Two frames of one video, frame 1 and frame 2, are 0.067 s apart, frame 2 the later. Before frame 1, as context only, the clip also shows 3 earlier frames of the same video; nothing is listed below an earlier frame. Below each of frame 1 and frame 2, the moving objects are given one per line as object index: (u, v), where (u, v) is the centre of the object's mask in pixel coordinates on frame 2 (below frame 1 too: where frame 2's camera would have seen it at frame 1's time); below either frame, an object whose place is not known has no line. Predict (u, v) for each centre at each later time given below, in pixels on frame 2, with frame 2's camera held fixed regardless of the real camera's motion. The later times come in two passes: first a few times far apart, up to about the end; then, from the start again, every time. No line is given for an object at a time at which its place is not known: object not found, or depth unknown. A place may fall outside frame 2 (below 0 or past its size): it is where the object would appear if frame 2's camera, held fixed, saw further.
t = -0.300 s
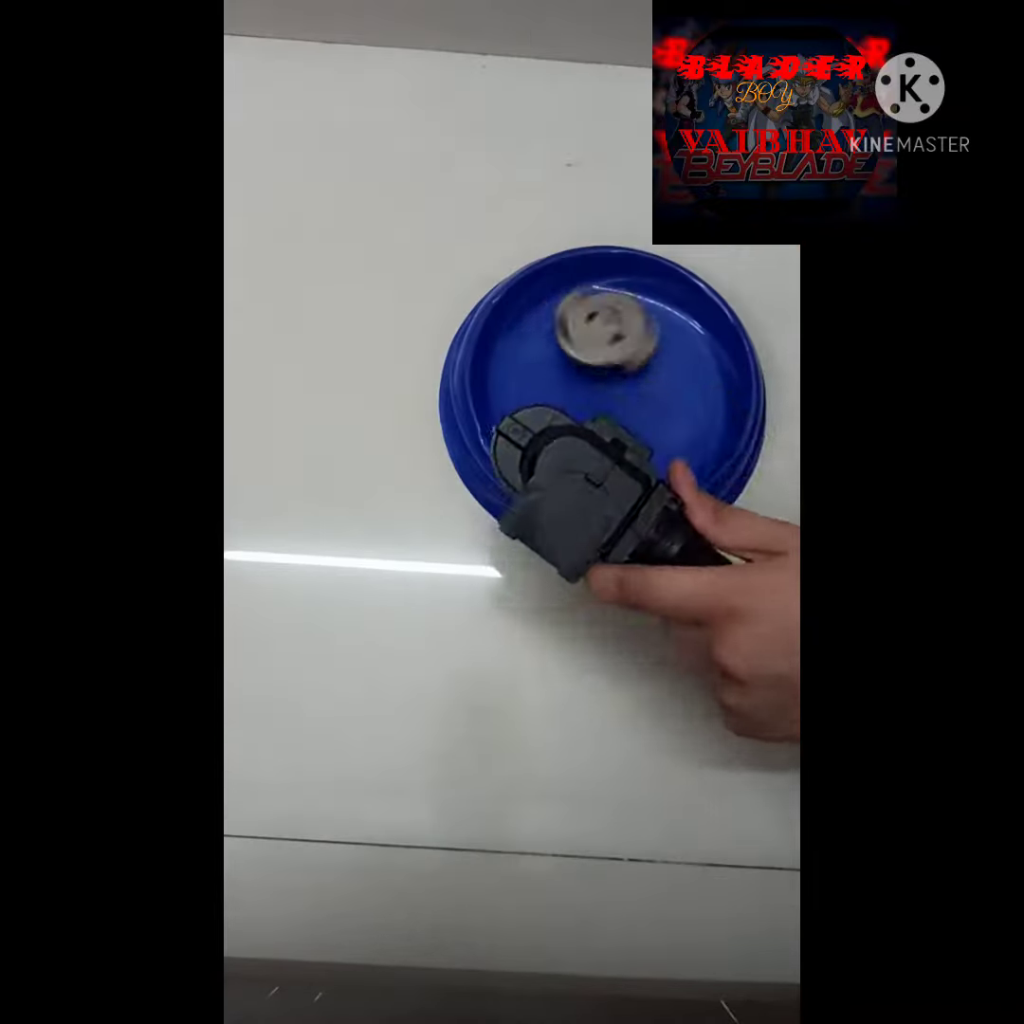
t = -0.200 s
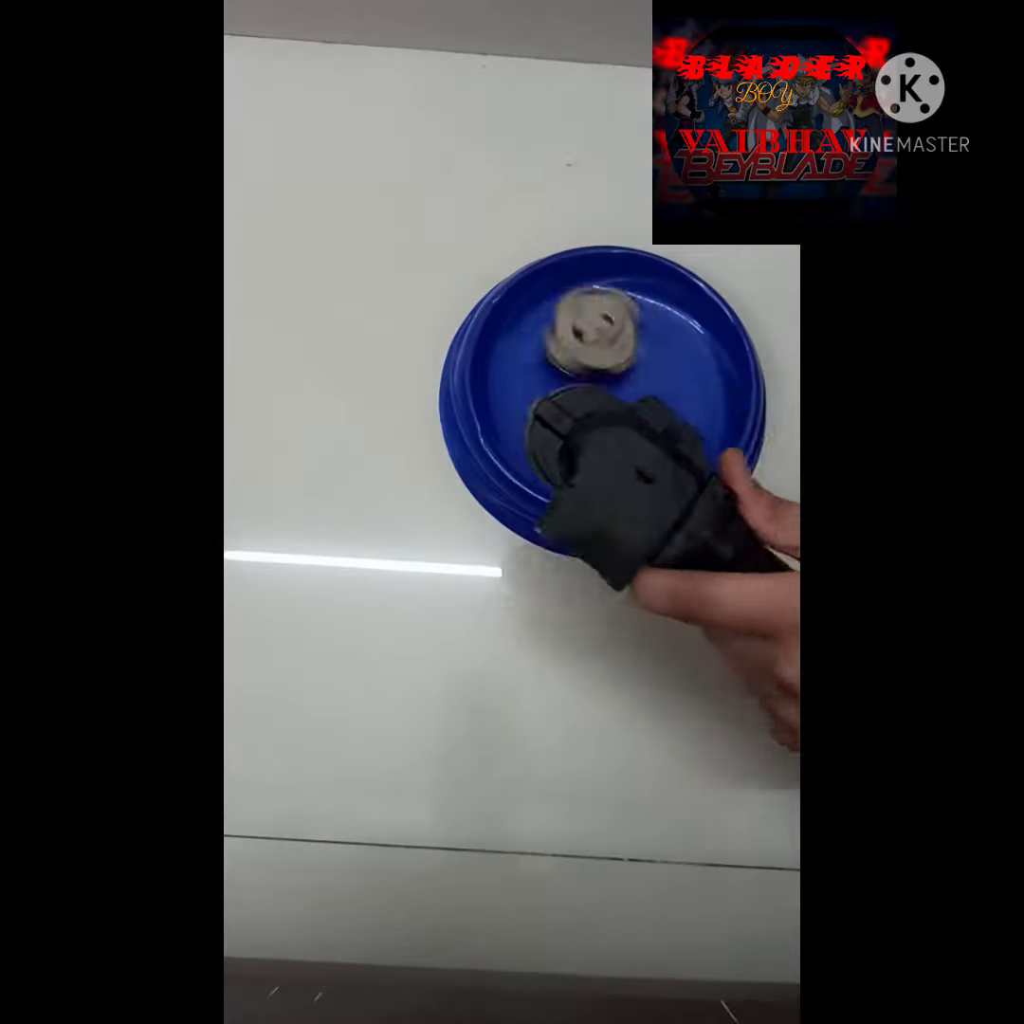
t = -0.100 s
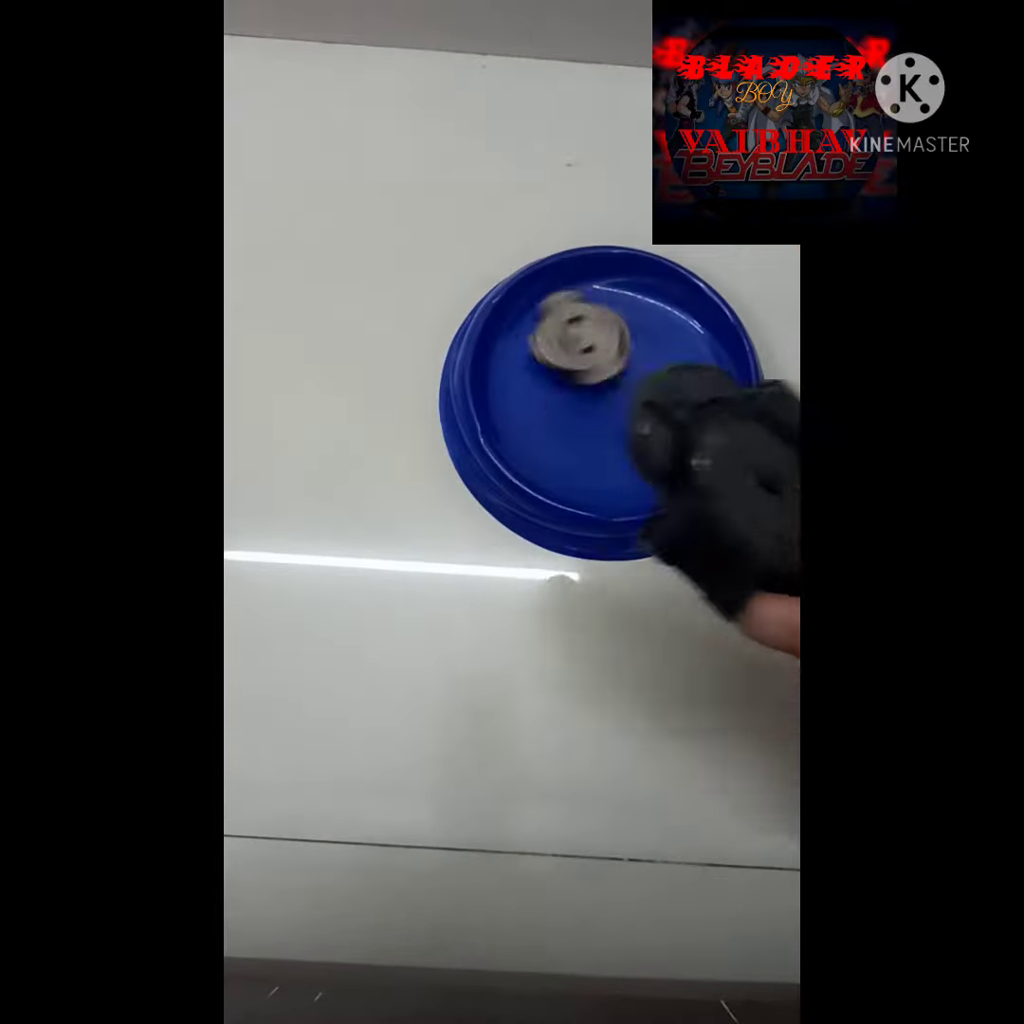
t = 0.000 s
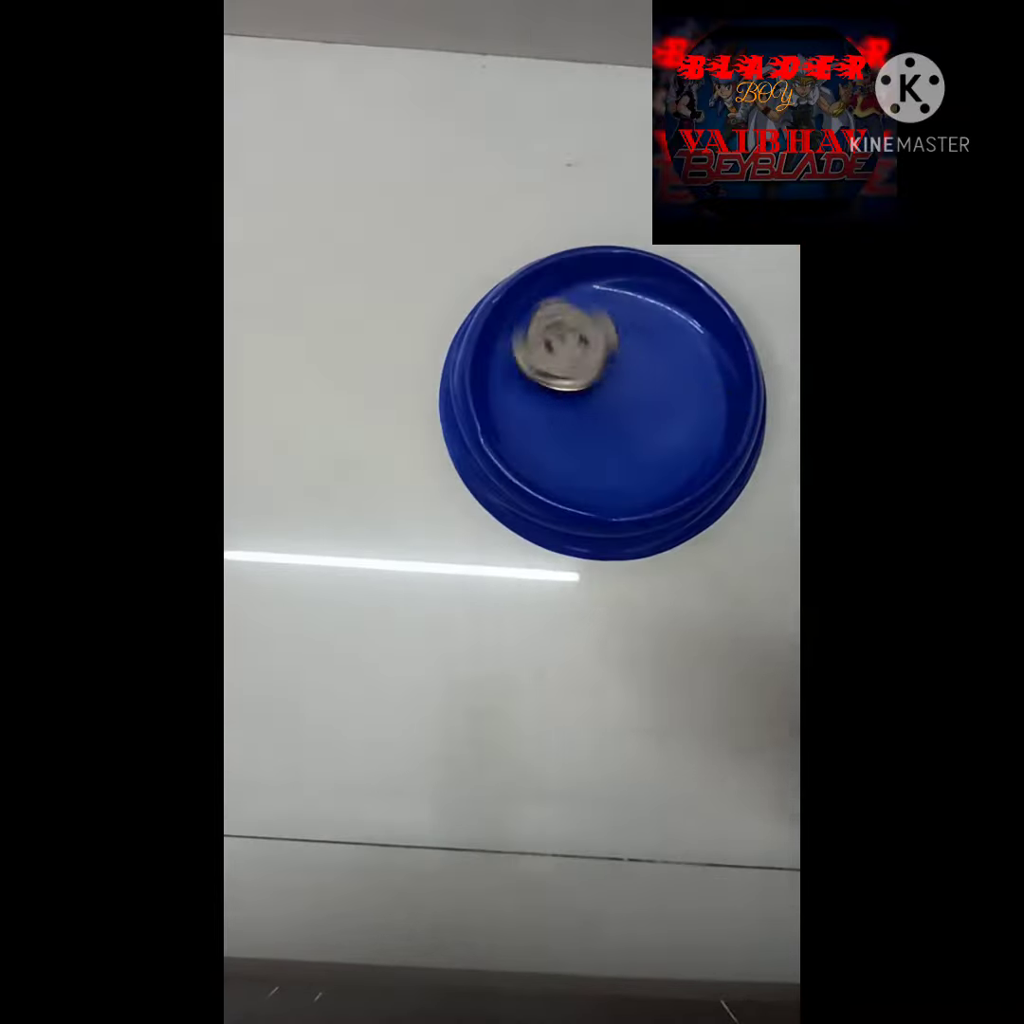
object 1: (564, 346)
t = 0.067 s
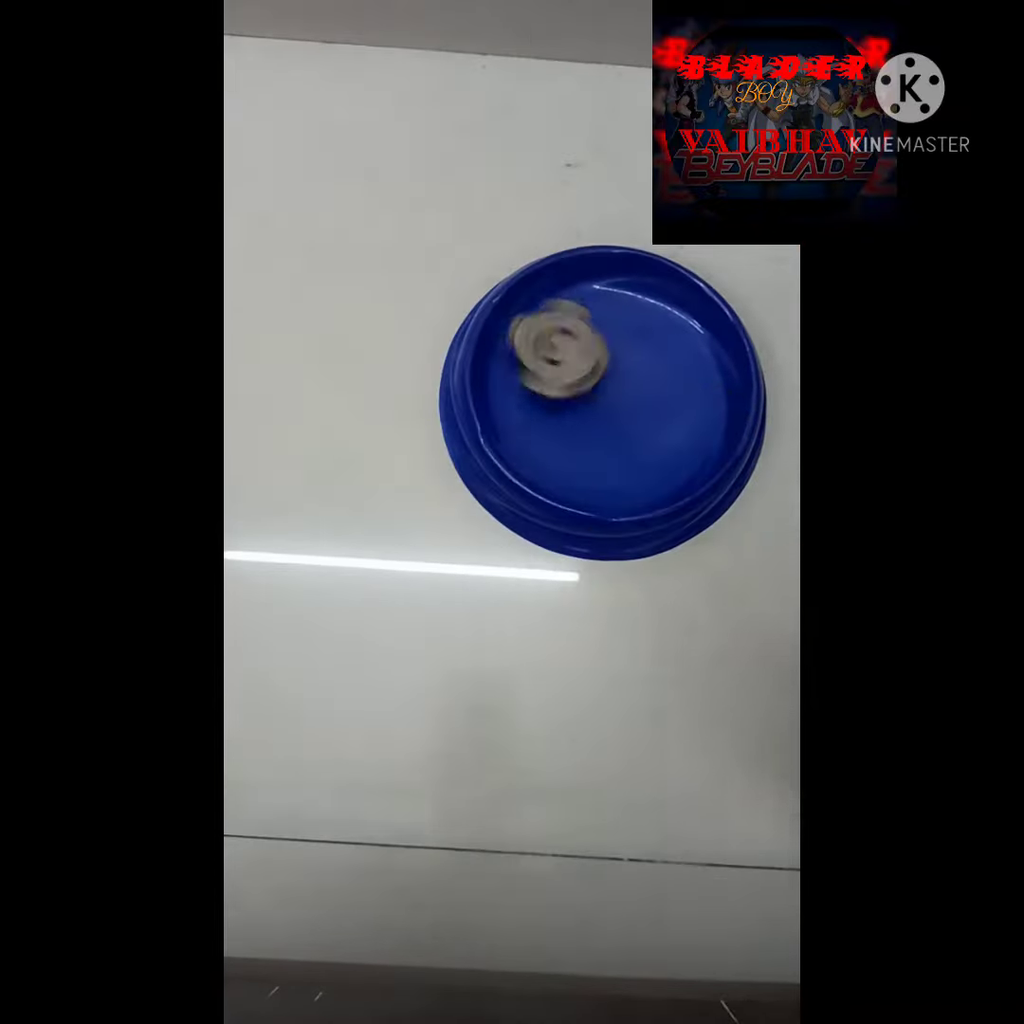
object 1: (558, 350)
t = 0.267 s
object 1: (541, 360)
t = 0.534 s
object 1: (542, 364)
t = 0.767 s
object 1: (579, 377)
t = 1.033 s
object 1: (614, 387)
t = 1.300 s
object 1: (628, 386)
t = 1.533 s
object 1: (622, 390)
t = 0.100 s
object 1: (551, 351)
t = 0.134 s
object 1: (551, 353)
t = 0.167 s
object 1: (547, 356)
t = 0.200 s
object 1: (540, 357)
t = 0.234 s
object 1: (543, 360)
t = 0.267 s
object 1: (541, 360)
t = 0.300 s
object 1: (542, 361)
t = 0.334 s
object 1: (540, 363)
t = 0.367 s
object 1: (537, 362)
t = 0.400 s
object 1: (541, 365)
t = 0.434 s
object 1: (540, 364)
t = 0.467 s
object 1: (545, 365)
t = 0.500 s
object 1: (544, 367)
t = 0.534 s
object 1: (542, 364)
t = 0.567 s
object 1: (549, 369)
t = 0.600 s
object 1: (554, 367)
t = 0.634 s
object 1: (561, 369)
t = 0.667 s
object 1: (564, 372)
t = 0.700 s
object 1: (566, 371)
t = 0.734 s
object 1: (575, 376)
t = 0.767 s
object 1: (579, 377)
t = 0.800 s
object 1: (587, 379)
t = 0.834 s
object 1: (590, 383)
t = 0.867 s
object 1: (591, 382)
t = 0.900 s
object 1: (602, 385)
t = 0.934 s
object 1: (602, 386)
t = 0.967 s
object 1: (609, 385)
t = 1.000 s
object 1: (614, 388)
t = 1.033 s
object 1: (614, 387)
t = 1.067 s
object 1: (619, 389)
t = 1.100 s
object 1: (621, 390)
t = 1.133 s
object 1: (624, 385)
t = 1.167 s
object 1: (627, 388)
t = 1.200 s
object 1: (627, 388)
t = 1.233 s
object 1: (631, 386)
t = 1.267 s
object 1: (631, 389)
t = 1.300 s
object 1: (628, 386)
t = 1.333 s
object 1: (633, 388)
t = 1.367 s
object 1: (631, 389)
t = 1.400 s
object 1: (633, 386)
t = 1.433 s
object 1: (628, 390)
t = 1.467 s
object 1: (629, 390)
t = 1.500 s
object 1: (631, 389)
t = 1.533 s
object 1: (622, 390)
